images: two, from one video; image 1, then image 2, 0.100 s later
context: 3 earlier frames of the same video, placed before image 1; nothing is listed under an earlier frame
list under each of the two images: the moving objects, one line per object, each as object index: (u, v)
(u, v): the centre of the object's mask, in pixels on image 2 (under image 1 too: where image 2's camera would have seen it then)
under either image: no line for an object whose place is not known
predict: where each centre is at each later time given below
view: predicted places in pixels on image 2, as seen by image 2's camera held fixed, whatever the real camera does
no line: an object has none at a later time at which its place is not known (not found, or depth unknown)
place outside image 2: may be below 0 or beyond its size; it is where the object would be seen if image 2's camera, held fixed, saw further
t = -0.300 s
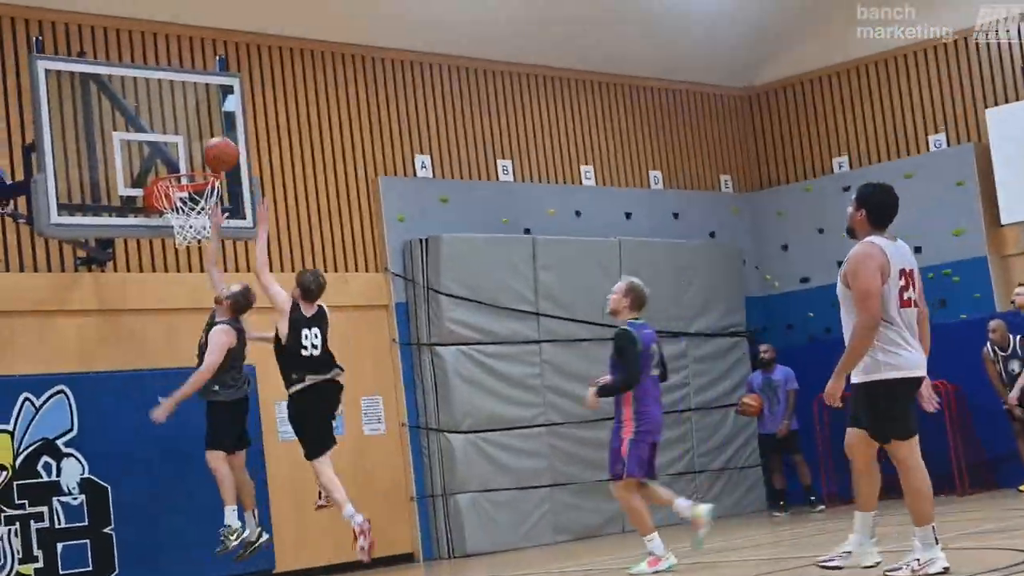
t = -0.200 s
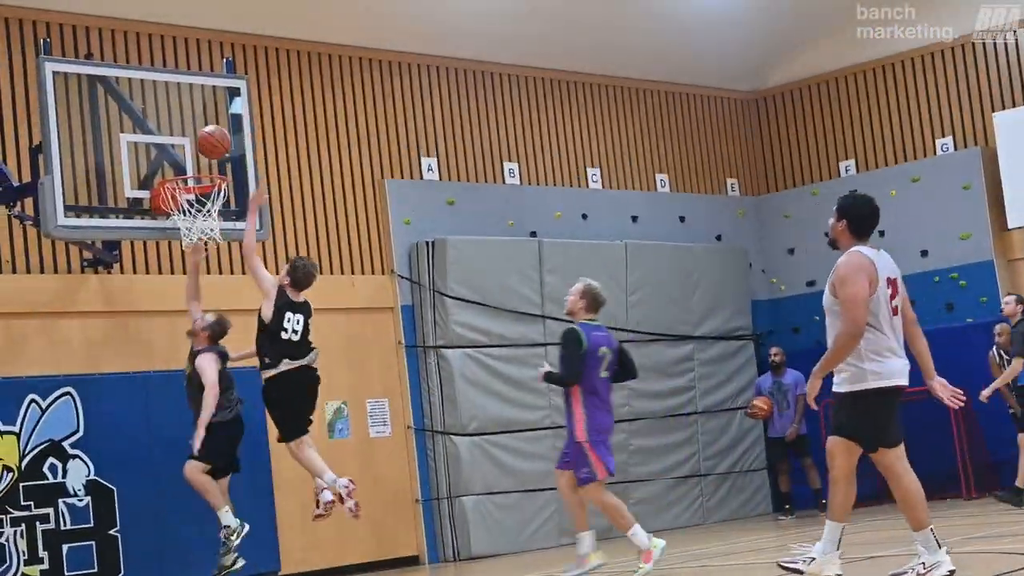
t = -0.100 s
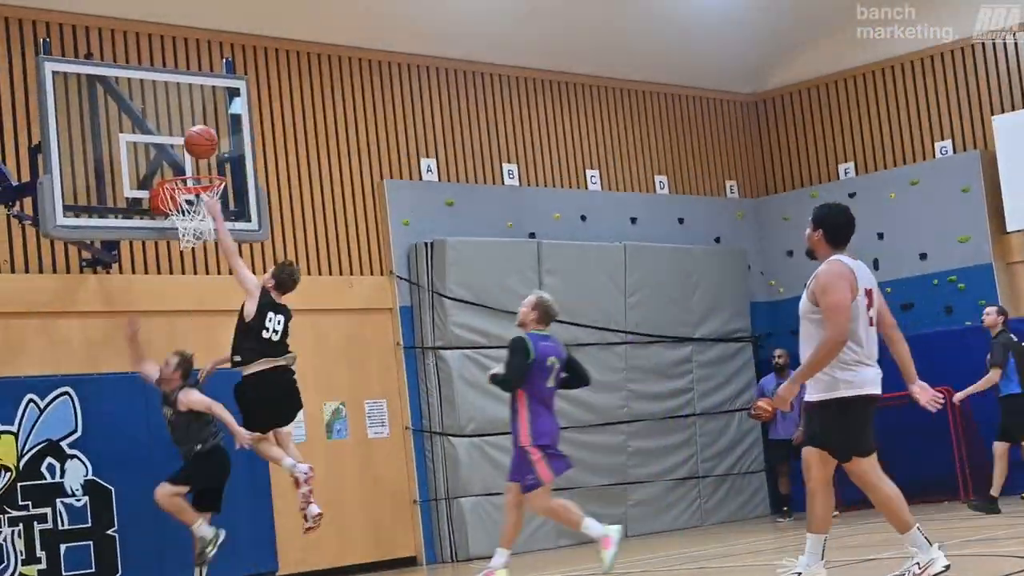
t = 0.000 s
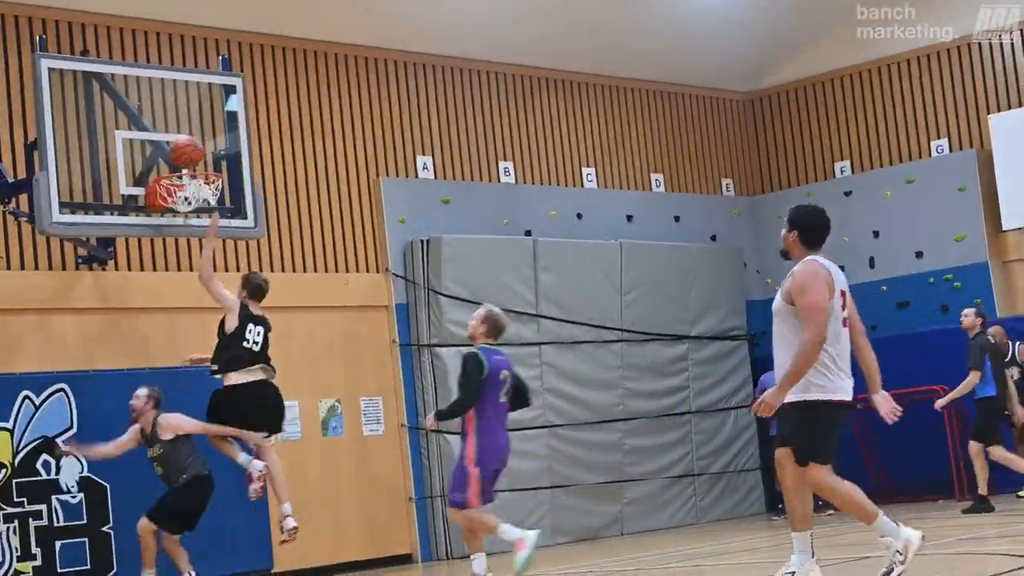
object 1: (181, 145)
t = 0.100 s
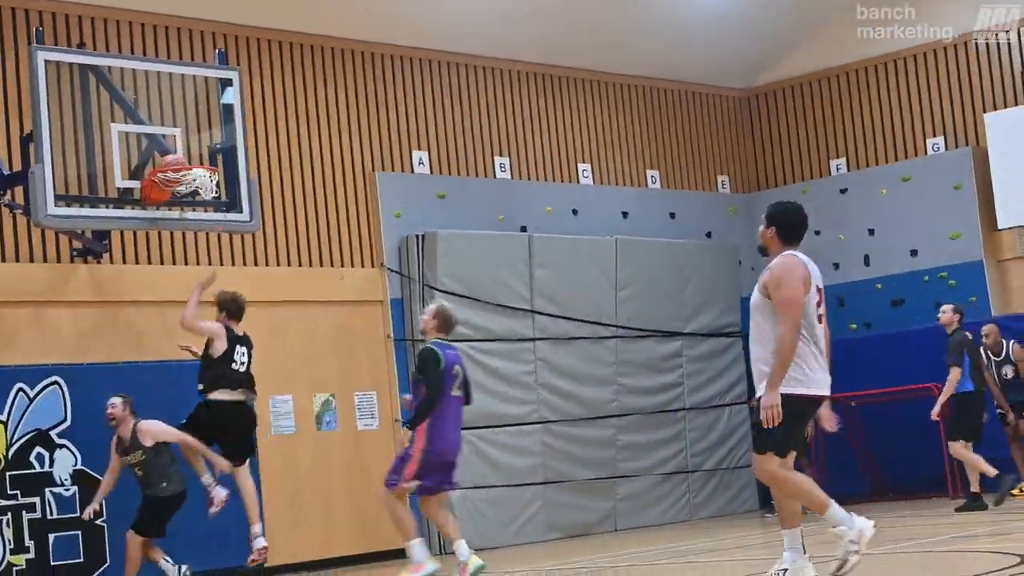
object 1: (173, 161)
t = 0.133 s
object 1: (176, 162)
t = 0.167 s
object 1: (181, 167)
